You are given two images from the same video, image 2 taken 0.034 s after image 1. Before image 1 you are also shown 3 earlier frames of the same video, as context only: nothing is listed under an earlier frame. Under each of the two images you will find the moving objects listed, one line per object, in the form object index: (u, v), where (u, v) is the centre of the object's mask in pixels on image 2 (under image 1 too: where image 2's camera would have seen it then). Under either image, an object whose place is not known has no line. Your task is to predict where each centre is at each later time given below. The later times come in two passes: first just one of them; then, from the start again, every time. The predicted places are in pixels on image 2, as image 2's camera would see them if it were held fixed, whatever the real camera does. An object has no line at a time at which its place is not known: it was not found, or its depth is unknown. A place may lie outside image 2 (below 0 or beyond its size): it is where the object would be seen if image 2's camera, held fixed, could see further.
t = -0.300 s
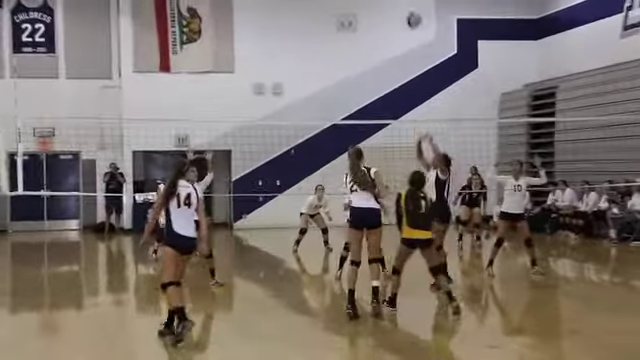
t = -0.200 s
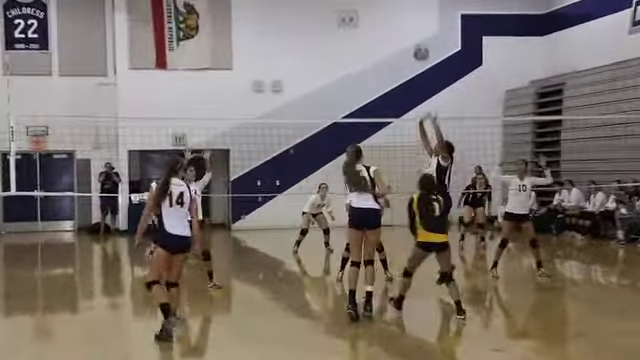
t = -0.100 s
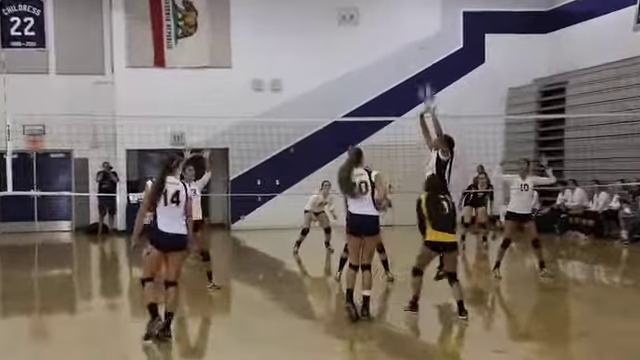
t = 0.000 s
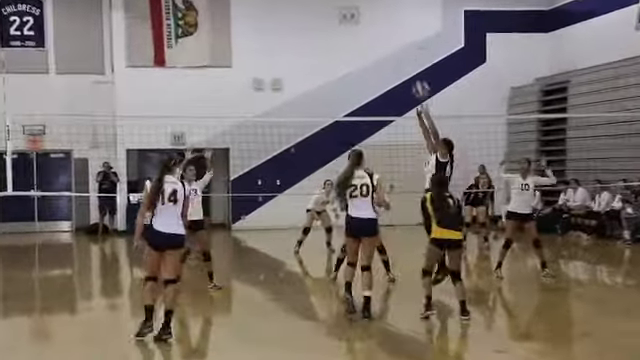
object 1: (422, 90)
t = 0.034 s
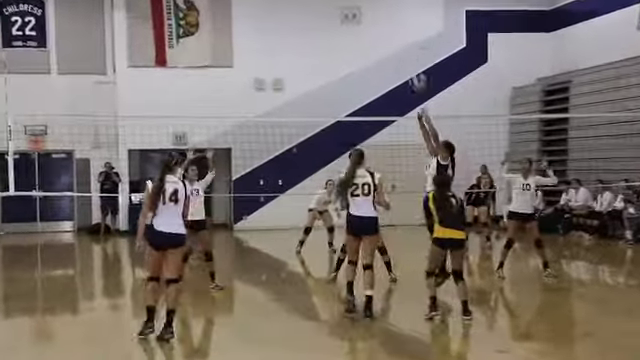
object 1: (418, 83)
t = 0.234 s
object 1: (389, 48)
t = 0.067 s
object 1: (412, 74)
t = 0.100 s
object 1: (407, 68)
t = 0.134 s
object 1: (402, 61)
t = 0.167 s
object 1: (398, 56)
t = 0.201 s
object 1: (393, 52)
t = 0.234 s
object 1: (389, 48)
